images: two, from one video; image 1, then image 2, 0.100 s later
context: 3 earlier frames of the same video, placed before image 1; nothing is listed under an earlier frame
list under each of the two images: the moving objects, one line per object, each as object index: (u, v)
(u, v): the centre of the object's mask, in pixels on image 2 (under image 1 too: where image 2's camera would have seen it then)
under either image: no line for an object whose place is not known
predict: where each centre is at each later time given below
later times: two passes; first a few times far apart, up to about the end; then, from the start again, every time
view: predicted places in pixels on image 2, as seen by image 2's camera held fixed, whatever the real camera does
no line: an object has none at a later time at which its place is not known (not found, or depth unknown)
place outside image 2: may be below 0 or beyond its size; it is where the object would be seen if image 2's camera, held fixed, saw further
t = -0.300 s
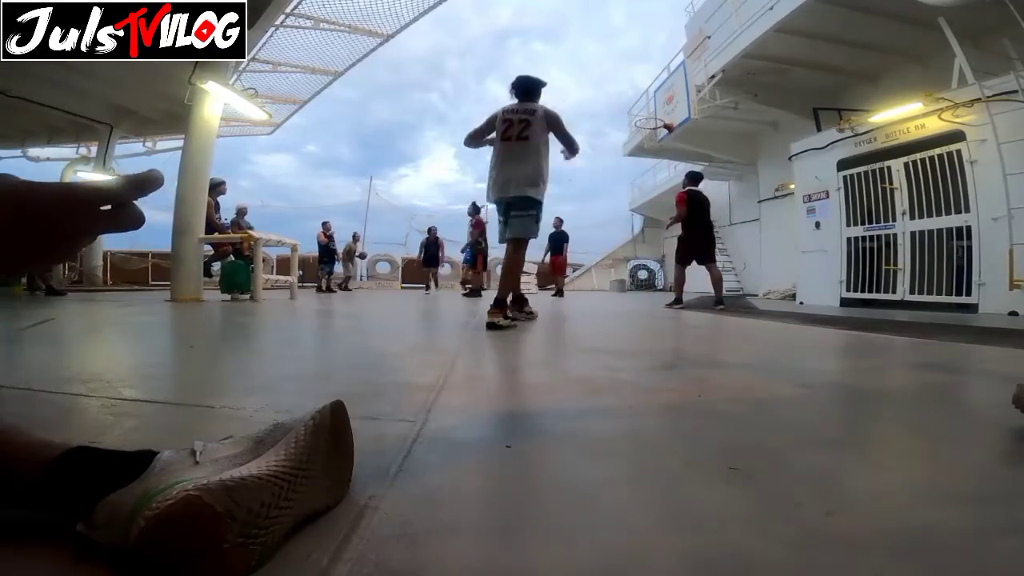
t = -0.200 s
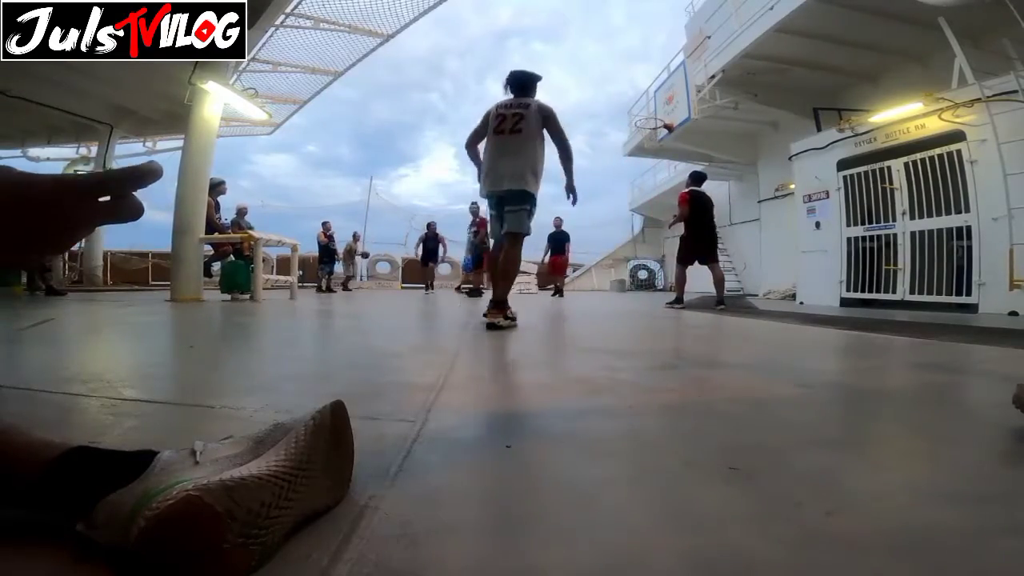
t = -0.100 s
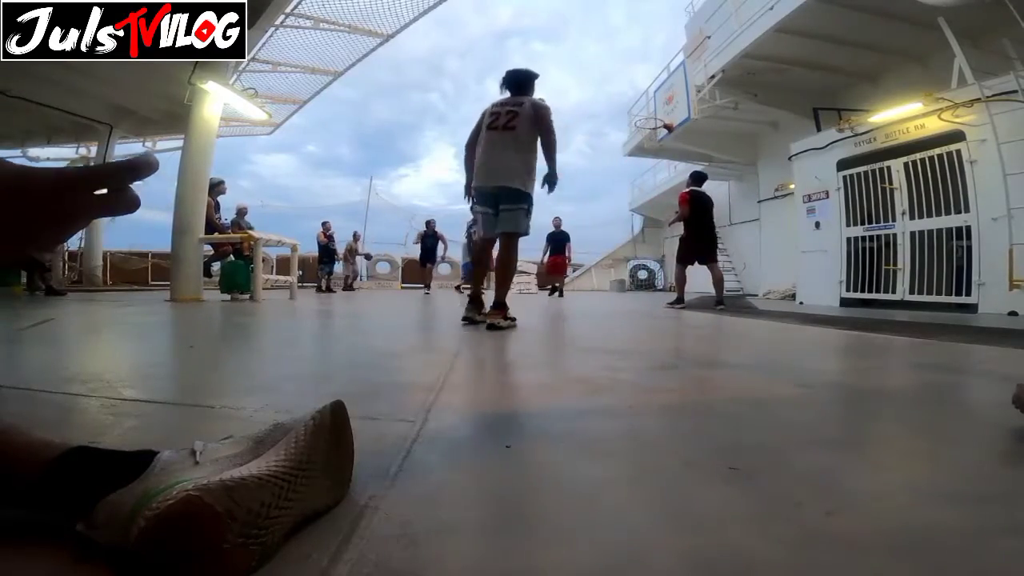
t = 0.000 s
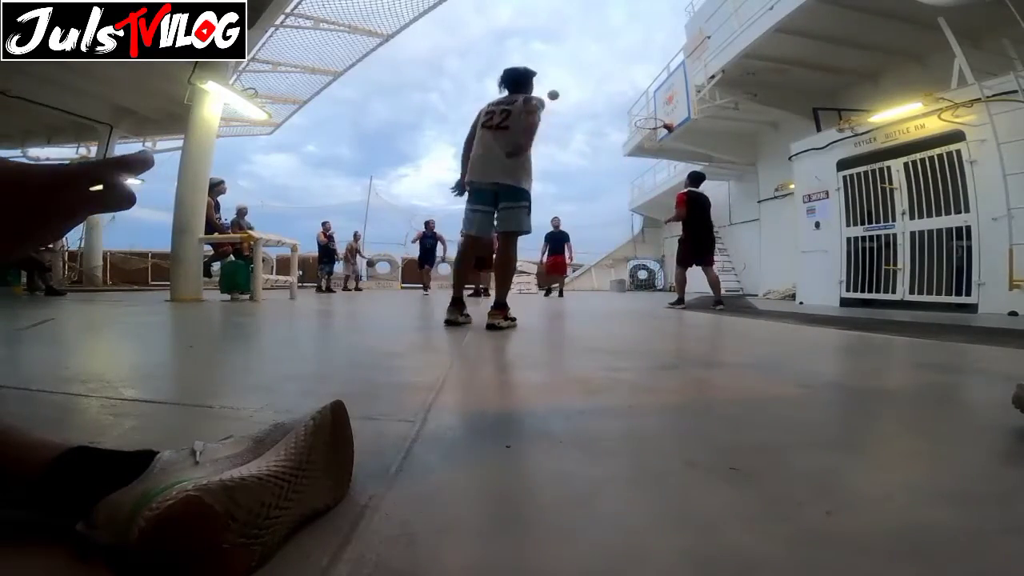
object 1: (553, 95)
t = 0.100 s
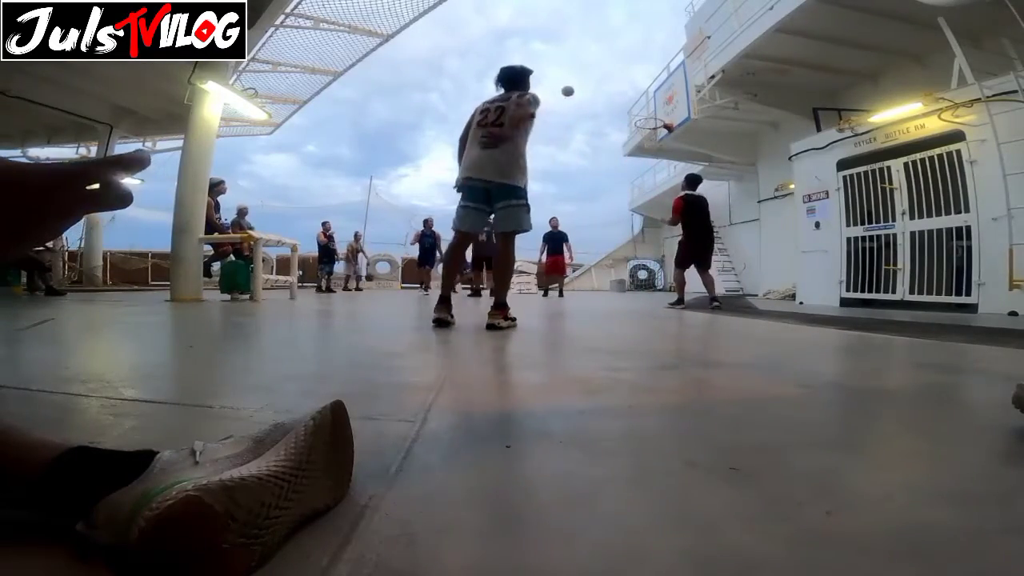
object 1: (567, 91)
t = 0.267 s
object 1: (594, 94)
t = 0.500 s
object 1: (632, 114)
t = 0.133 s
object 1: (572, 91)
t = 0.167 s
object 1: (578, 90)
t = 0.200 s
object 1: (583, 91)
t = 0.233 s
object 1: (588, 92)
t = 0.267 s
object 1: (594, 94)
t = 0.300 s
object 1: (600, 96)
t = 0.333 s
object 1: (606, 98)
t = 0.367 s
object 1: (612, 101)
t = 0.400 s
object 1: (619, 105)
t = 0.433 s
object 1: (625, 110)
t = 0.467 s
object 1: (632, 115)
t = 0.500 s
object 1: (632, 114)
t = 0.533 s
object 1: (630, 111)
